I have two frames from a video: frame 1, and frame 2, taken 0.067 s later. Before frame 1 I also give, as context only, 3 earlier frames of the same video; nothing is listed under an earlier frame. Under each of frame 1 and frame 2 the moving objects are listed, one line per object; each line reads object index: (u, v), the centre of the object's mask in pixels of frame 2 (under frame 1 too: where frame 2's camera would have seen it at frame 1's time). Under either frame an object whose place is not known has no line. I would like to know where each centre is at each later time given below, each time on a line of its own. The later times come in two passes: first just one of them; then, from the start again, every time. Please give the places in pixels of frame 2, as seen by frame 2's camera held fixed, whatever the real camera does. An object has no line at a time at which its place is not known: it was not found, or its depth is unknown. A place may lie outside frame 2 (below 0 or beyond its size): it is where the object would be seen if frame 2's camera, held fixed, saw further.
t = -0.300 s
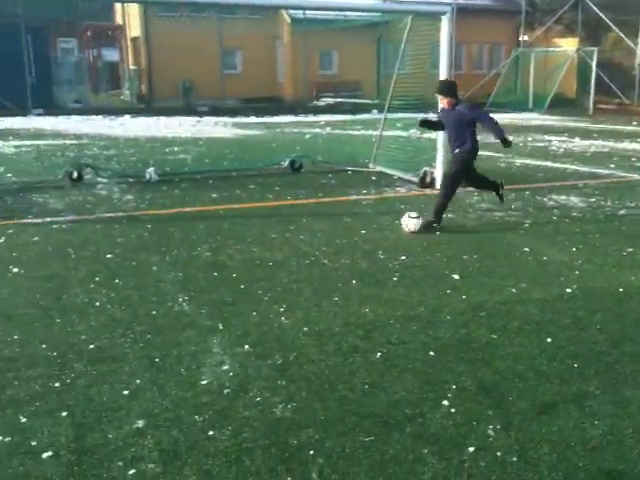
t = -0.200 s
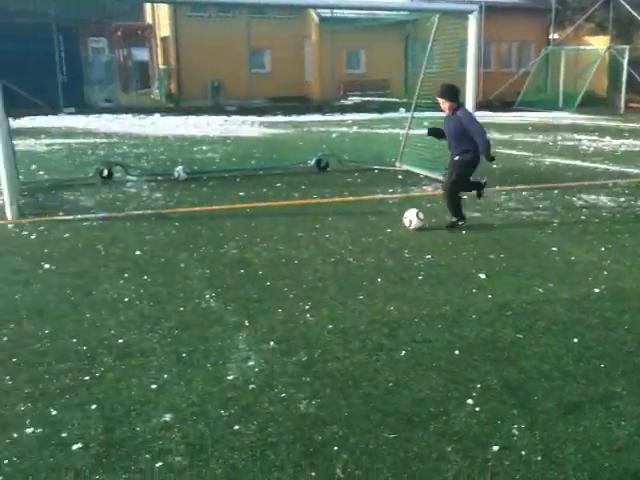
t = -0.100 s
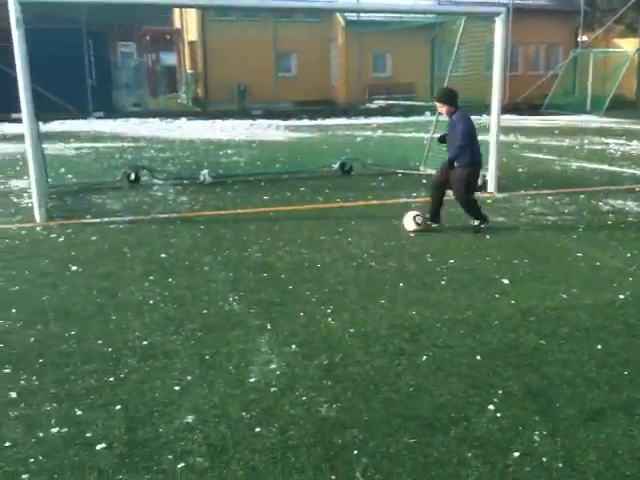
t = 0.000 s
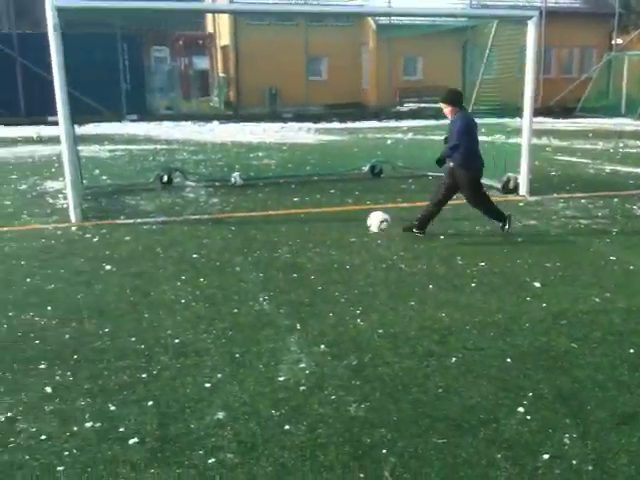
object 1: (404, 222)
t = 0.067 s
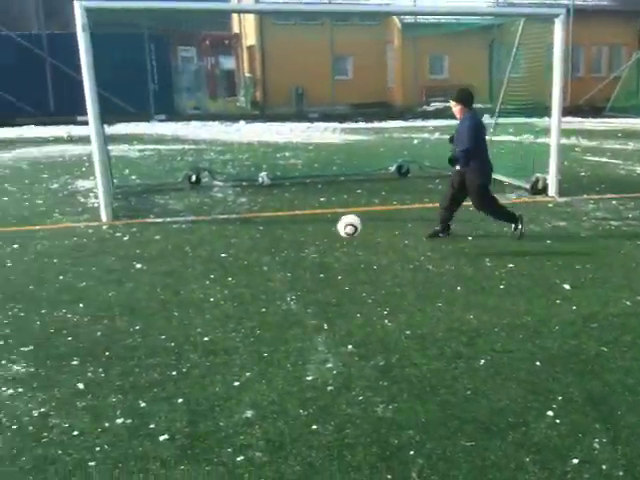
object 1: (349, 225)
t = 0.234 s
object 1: (179, 265)
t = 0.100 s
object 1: (318, 229)
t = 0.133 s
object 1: (286, 236)
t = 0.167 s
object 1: (252, 243)
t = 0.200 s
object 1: (216, 253)
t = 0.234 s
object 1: (179, 265)
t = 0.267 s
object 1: (139, 279)
